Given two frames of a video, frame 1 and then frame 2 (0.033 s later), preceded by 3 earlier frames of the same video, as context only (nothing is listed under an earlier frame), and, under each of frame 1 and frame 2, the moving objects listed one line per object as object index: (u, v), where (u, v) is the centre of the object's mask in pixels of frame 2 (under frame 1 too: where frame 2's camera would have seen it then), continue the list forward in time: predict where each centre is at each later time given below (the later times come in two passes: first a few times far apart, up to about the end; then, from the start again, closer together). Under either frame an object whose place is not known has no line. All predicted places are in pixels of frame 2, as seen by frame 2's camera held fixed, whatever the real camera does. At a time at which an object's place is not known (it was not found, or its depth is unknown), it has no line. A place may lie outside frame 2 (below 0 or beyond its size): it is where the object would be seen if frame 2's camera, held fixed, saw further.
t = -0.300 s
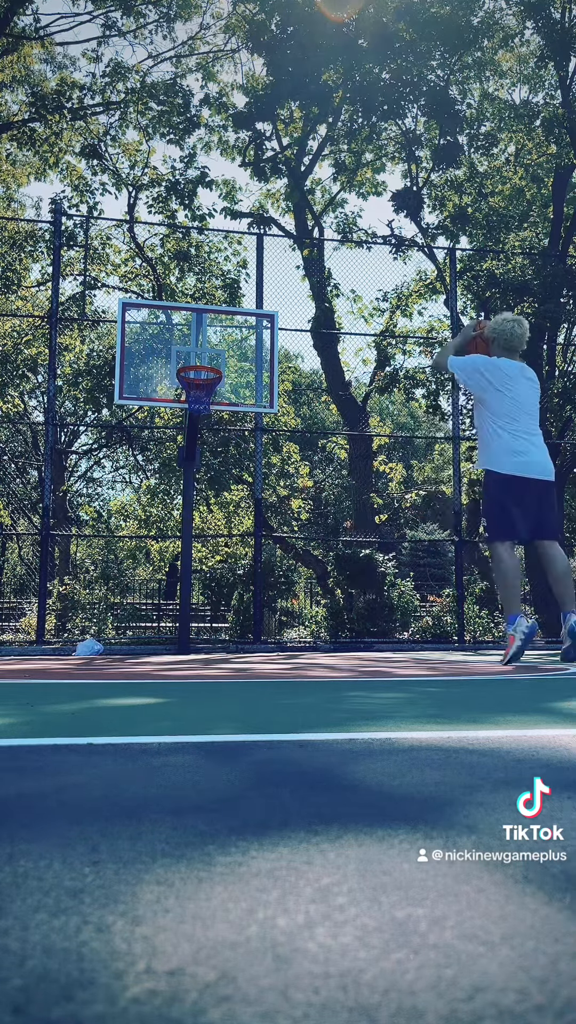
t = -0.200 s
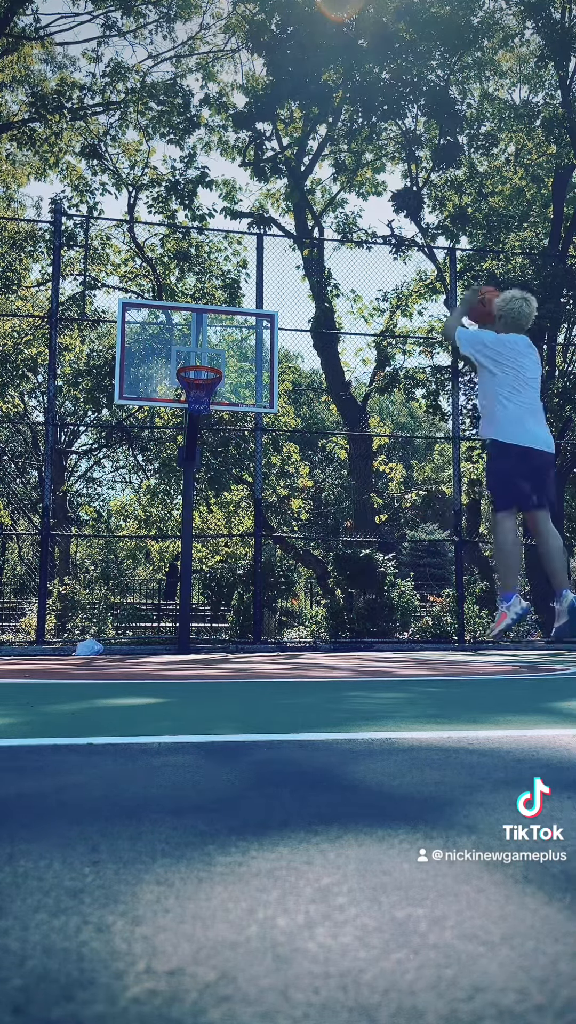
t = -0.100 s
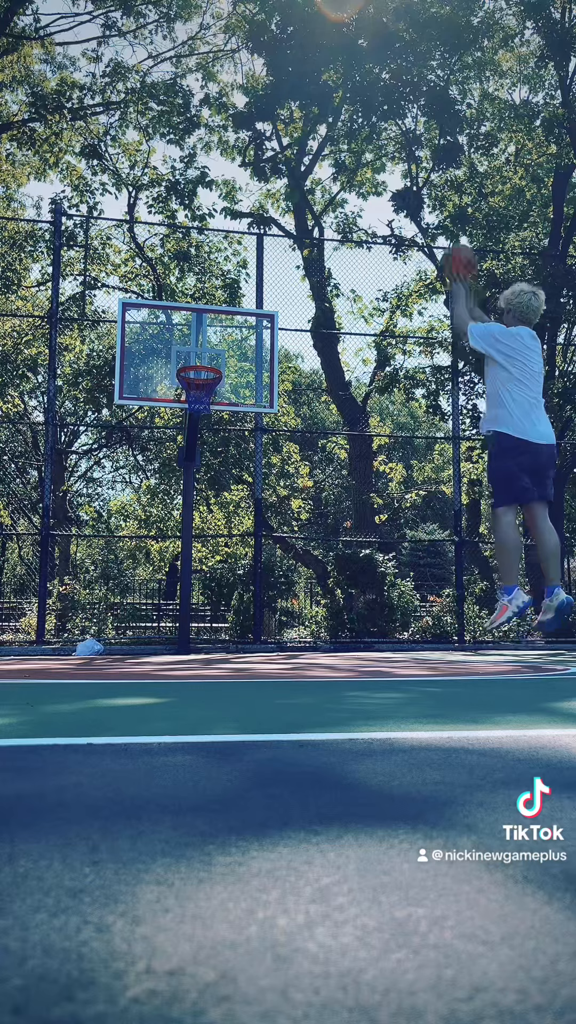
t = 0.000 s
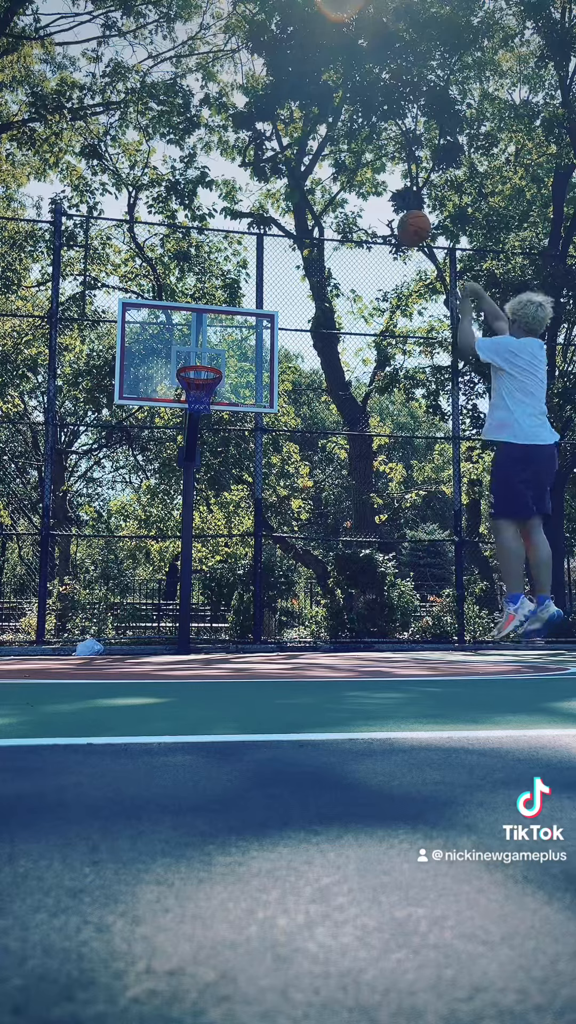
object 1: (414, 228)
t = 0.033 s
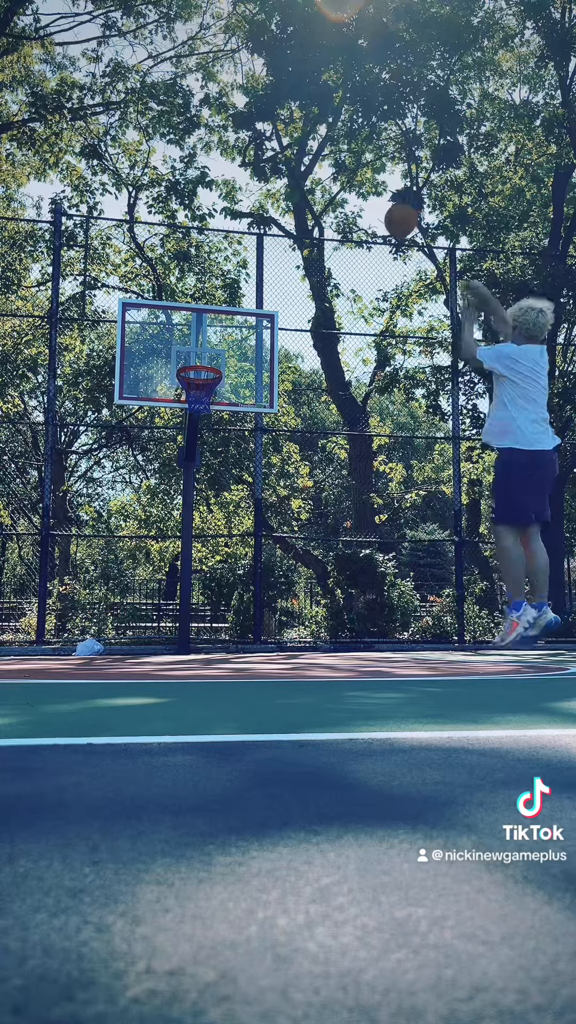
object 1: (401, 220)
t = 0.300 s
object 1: (314, 212)
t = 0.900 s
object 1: (192, 391)
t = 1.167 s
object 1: (204, 403)
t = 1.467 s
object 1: (227, 466)
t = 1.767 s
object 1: (246, 603)
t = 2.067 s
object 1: (256, 563)
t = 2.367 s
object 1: (260, 522)
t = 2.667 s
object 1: (264, 553)
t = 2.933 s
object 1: (265, 636)
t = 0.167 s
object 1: (354, 205)
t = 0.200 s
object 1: (344, 205)
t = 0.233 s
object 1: (334, 206)
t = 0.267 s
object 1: (325, 208)
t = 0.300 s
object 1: (314, 212)
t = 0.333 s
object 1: (308, 215)
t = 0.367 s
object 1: (300, 220)
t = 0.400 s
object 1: (291, 227)
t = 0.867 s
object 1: (198, 387)
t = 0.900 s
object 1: (192, 391)
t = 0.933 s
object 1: (183, 391)
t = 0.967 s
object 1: (182, 389)
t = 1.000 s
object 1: (183, 383)
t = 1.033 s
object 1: (184, 384)
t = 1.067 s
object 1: (186, 385)
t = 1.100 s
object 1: (187, 384)
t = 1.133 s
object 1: (194, 390)
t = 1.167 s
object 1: (204, 403)
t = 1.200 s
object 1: (205, 407)
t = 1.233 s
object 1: (209, 410)
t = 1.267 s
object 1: (213, 415)
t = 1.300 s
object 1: (213, 420)
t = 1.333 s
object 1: (216, 428)
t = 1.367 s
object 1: (219, 436)
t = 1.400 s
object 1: (221, 445)
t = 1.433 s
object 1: (224, 455)
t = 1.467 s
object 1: (227, 466)
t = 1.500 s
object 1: (229, 478)
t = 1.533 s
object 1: (231, 490)
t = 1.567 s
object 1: (234, 504)
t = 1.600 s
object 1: (235, 519)
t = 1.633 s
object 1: (238, 534)
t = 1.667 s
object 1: (240, 550)
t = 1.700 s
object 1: (242, 567)
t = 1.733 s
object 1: (243, 585)
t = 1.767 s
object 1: (246, 603)
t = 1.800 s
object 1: (248, 623)
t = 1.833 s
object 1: (249, 643)
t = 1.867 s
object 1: (251, 633)
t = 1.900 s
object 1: (251, 620)
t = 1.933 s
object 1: (252, 606)
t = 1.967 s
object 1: (253, 593)
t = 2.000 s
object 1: (254, 581)
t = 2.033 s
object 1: (256, 571)
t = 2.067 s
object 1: (256, 563)
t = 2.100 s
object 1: (257, 554)
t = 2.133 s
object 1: (257, 546)
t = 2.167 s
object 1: (258, 539)
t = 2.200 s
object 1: (258, 534)
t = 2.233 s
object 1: (259, 529)
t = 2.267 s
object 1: (259, 527)
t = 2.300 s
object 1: (260, 525)
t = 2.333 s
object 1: (260, 522)
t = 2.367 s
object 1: (260, 522)
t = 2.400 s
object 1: (260, 522)
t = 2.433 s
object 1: (261, 522)
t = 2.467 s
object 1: (261, 526)
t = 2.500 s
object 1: (262, 527)
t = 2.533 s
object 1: (262, 530)
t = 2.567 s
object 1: (263, 535)
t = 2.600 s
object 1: (264, 539)
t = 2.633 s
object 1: (264, 546)
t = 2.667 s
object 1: (264, 553)
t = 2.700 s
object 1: (264, 561)
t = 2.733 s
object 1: (264, 569)
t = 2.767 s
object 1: (265, 578)
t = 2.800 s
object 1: (265, 588)
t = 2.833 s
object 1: (265, 599)
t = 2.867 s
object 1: (266, 611)
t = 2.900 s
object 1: (266, 624)
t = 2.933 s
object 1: (265, 636)
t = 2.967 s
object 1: (266, 641)
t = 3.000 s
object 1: (266, 633)
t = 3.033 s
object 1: (267, 622)
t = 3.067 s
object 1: (268, 613)
